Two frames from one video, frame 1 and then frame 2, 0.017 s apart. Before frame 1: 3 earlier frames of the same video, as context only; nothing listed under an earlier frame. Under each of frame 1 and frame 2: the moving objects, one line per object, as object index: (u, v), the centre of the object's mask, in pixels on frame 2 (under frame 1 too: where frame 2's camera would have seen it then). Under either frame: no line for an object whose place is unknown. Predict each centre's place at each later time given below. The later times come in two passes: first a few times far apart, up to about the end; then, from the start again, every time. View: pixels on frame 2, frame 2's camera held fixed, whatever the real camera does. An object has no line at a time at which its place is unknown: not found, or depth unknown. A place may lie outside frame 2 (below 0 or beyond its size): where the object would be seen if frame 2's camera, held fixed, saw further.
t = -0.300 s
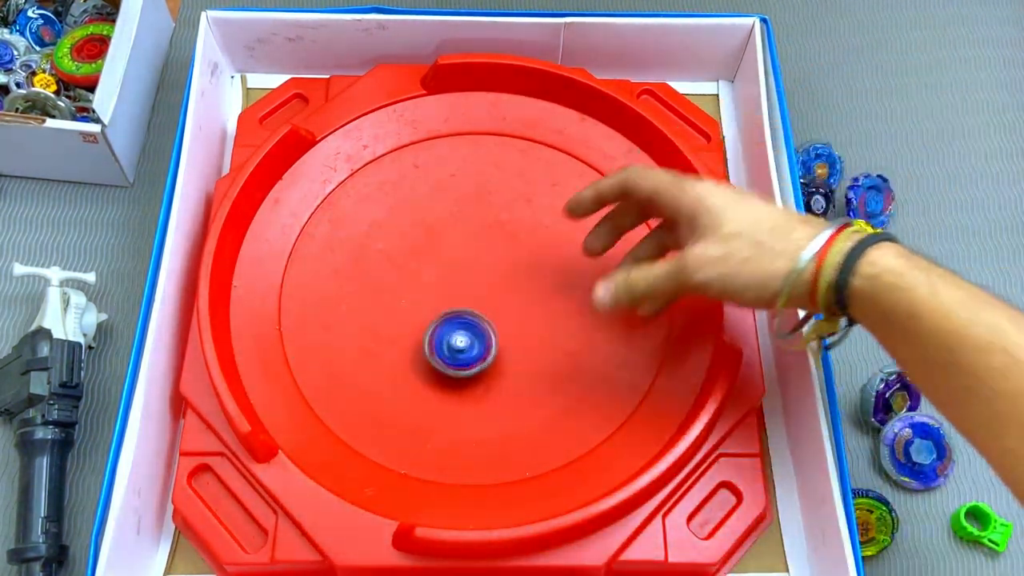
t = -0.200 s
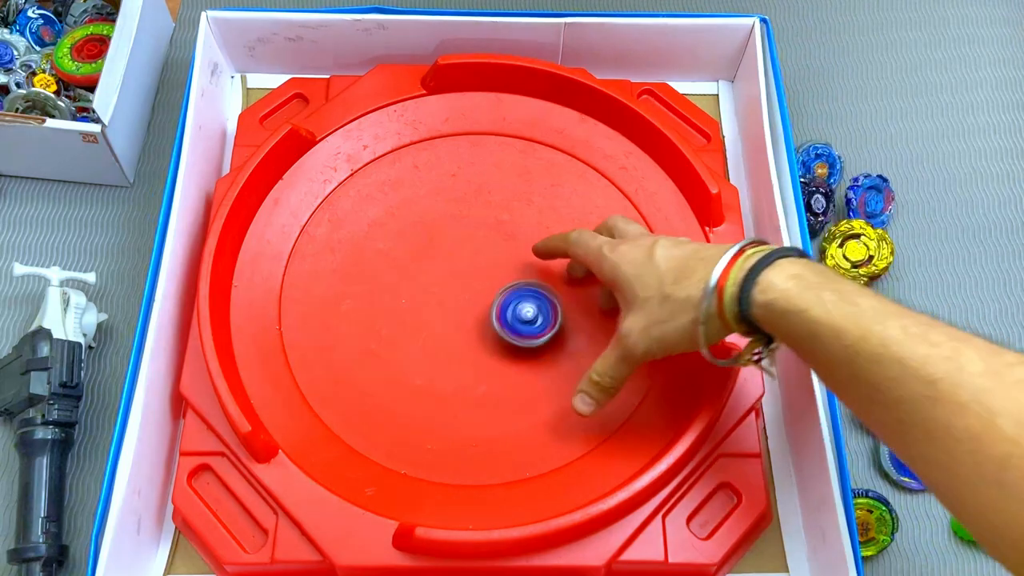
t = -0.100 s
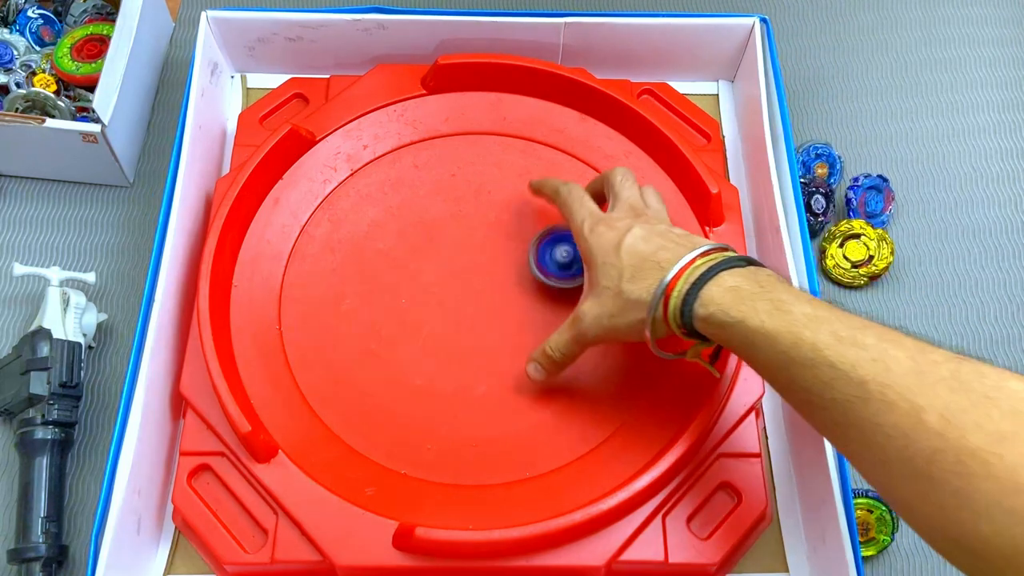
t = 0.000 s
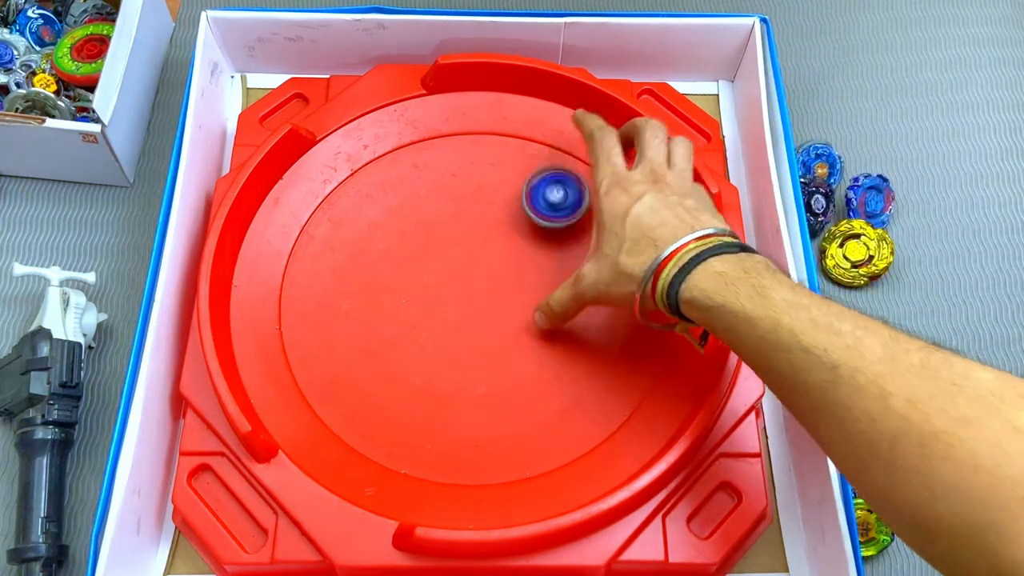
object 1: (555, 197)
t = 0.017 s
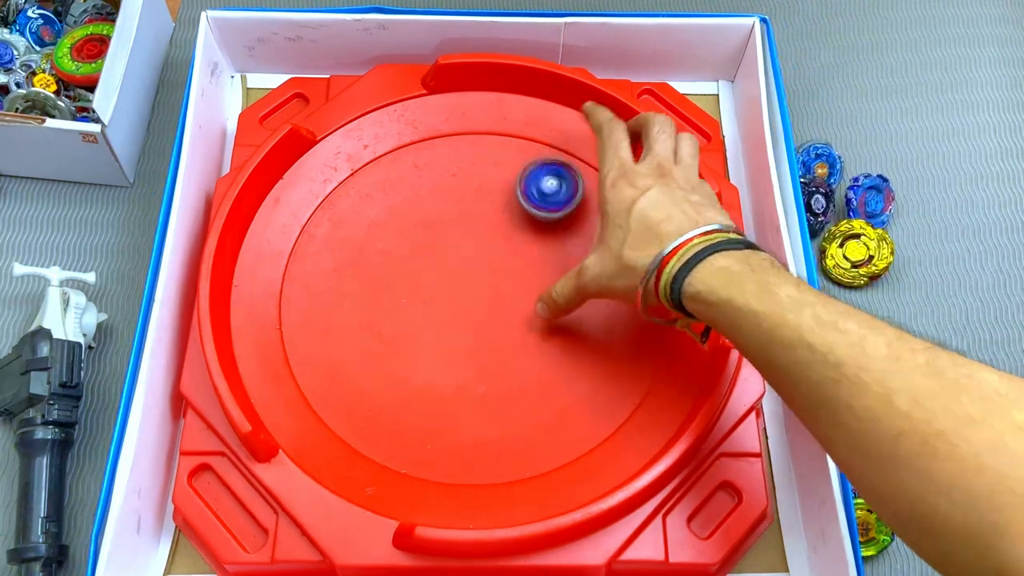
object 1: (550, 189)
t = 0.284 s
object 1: (385, 211)
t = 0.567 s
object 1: (484, 399)
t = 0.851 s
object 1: (664, 280)
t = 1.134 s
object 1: (478, 193)
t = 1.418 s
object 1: (359, 380)
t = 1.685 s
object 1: (566, 441)
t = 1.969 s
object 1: (569, 247)
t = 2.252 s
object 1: (355, 227)
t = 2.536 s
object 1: (338, 411)
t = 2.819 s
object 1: (570, 366)
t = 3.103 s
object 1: (540, 172)
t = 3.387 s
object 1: (352, 200)
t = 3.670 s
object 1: (411, 393)
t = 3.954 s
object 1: (634, 353)
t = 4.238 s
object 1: (580, 187)
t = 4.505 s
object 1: (395, 231)
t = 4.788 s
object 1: (377, 417)
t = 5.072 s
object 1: (581, 422)
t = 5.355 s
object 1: (569, 239)
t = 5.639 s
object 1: (382, 201)
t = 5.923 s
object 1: (324, 355)
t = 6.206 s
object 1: (525, 394)
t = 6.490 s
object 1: (603, 233)
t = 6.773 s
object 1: (458, 165)
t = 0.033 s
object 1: (543, 181)
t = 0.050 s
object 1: (536, 174)
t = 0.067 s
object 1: (526, 167)
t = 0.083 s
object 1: (516, 162)
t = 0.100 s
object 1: (506, 159)
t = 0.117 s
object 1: (494, 156)
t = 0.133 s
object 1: (483, 155)
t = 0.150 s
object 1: (471, 155)
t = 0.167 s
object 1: (457, 156)
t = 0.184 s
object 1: (446, 160)
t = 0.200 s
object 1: (433, 165)
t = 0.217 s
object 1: (421, 172)
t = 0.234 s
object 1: (411, 179)
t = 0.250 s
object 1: (401, 189)
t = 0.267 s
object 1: (392, 200)
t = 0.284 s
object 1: (385, 211)
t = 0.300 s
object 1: (380, 222)
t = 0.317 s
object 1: (375, 235)
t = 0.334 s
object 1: (372, 248)
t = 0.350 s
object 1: (371, 261)
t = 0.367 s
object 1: (371, 276)
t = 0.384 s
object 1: (373, 289)
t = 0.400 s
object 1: (377, 302)
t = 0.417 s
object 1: (382, 317)
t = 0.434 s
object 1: (388, 329)
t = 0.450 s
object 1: (396, 341)
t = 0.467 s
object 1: (406, 353)
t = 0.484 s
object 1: (416, 364)
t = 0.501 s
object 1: (427, 373)
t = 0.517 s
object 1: (441, 381)
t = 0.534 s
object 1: (454, 388)
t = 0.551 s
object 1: (468, 394)
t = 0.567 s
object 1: (484, 399)
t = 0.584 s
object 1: (500, 402)
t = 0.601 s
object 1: (515, 403)
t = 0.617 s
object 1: (532, 404)
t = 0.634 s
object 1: (547, 403)
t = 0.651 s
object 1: (562, 401)
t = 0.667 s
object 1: (578, 396)
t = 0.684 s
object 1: (592, 391)
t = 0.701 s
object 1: (606, 384)
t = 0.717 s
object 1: (620, 376)
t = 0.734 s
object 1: (631, 368)
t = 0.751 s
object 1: (641, 357)
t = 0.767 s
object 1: (651, 345)
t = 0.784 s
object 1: (658, 334)
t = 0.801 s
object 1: (664, 322)
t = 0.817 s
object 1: (666, 307)
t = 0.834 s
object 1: (665, 294)
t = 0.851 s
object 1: (664, 280)
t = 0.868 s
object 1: (661, 265)
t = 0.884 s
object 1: (656, 253)
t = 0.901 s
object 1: (651, 242)
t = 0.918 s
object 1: (644, 231)
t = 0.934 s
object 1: (635, 222)
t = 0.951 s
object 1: (625, 214)
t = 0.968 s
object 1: (614, 206)
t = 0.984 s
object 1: (602, 200)
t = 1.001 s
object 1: (590, 195)
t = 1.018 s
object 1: (576, 190)
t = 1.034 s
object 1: (563, 186)
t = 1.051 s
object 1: (548, 185)
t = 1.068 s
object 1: (534, 185)
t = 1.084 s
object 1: (521, 185)
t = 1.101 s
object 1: (506, 187)
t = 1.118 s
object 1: (491, 190)
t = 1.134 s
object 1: (478, 193)
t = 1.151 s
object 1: (464, 199)
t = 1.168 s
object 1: (450, 206)
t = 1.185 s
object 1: (439, 212)
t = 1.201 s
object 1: (427, 220)
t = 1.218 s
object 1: (414, 229)
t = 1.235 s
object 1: (405, 239)
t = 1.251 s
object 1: (395, 250)
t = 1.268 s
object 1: (385, 260)
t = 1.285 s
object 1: (378, 272)
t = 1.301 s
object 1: (372, 285)
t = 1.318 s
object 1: (365, 298)
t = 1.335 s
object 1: (361, 311)
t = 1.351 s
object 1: (358, 324)
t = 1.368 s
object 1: (356, 338)
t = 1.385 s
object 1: (355, 351)
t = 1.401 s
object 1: (356, 366)
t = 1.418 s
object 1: (359, 380)
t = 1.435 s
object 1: (363, 393)
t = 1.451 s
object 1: (369, 406)
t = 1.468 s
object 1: (377, 418)
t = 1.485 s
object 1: (385, 430)
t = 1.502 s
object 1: (395, 441)
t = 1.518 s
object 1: (407, 451)
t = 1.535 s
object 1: (419, 459)
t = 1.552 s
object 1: (433, 465)
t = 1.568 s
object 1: (451, 466)
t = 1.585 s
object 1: (468, 467)
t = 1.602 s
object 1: (487, 465)
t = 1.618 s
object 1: (506, 462)
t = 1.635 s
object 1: (523, 459)
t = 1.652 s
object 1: (538, 454)
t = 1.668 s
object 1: (553, 449)
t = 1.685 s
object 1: (566, 441)
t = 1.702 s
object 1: (578, 434)
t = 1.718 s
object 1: (589, 423)
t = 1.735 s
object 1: (598, 413)
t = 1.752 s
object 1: (605, 401)
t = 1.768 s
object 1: (612, 388)
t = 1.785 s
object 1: (616, 375)
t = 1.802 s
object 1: (618, 364)
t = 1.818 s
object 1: (620, 349)
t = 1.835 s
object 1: (619, 337)
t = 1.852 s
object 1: (618, 324)
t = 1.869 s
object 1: (613, 310)
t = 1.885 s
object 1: (609, 299)
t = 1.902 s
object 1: (603, 287)
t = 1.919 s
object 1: (595, 276)
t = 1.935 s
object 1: (588, 266)
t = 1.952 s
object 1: (579, 256)
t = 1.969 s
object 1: (569, 247)
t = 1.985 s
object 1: (559, 239)
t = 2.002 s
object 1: (548, 232)
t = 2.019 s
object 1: (536, 226)
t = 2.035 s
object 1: (525, 220)
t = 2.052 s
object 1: (511, 215)
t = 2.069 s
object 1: (498, 211)
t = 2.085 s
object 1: (486, 208)
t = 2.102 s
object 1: (472, 206)
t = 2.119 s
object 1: (459, 204)
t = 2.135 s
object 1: (446, 204)
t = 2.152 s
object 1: (432, 205)
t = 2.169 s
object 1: (418, 206)
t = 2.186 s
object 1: (405, 208)
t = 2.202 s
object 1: (392, 212)
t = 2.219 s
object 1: (379, 216)
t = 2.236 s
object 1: (368, 221)
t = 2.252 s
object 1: (355, 227)
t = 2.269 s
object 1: (343, 234)
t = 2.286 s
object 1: (334, 242)
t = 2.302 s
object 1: (324, 252)
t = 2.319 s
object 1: (315, 262)
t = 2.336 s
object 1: (309, 271)
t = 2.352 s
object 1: (302, 283)
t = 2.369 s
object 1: (298, 296)
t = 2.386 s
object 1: (295, 307)
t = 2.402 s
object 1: (293, 321)
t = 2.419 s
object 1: (294, 333)
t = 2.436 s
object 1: (295, 345)
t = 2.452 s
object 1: (299, 359)
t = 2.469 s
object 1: (304, 370)
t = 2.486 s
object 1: (310, 382)
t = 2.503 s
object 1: (318, 392)
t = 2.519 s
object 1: (328, 403)
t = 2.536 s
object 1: (338, 411)
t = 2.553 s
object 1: (350, 419)
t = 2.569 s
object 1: (364, 425)
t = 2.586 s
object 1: (377, 430)
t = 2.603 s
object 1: (392, 434)
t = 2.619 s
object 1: (408, 438)
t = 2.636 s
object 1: (423, 439)
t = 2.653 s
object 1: (439, 439)
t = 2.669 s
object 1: (456, 437)
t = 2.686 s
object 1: (471, 434)
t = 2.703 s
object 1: (486, 429)
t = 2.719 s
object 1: (502, 423)
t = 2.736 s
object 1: (515, 416)
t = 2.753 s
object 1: (528, 408)
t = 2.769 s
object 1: (541, 398)
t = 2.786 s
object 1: (551, 389)
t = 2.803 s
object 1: (561, 377)
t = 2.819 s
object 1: (570, 366)
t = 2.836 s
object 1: (577, 354)
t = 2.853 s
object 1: (583, 342)
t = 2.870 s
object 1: (589, 329)
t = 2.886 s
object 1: (592, 317)
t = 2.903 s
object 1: (595, 303)
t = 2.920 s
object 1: (596, 290)
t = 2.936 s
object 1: (596, 278)
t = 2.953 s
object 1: (594, 265)
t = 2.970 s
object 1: (593, 252)
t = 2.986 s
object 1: (589, 241)
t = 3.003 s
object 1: (585, 229)
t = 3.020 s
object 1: (579, 218)
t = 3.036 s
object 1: (574, 208)
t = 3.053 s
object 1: (566, 197)
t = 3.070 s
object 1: (559, 189)
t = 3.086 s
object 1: (550, 180)
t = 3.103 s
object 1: (540, 172)
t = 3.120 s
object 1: (530, 165)
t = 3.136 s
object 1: (519, 160)
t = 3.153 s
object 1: (507, 154)
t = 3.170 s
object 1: (497, 151)
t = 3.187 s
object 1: (484, 148)
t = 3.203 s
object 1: (471, 146)
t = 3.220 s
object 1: (459, 145)
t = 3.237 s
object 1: (446, 146)
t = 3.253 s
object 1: (434, 148)
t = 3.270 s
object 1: (422, 150)
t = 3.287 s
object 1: (410, 154)
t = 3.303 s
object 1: (398, 159)
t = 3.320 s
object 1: (387, 166)
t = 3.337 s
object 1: (377, 173)
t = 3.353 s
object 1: (367, 182)
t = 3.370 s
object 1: (359, 190)
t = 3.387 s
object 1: (352, 200)
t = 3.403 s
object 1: (345, 211)
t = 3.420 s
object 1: (340, 223)
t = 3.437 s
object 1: (336, 234)
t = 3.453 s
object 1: (332, 247)
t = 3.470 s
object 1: (331, 259)
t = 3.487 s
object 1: (330, 272)
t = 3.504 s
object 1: (332, 286)
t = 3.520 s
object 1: (334, 299)
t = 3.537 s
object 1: (338, 311)
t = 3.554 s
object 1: (343, 325)
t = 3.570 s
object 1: (350, 336)
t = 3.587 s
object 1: (357, 347)
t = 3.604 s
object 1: (366, 358)
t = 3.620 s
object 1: (375, 368)
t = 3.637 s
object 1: (386, 377)
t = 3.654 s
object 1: (397, 386)
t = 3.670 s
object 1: (411, 393)
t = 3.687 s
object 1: (423, 400)
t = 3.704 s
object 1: (438, 406)
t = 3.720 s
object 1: (451, 410)
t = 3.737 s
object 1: (466, 413)
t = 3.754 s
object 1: (481, 415)
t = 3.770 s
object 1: (496, 416)
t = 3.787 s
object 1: (509, 416)
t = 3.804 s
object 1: (525, 415)
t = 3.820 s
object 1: (539, 412)
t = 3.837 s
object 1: (554, 408)
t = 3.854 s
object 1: (568, 404)
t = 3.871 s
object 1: (582, 397)
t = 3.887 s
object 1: (594, 391)
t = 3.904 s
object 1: (606, 382)
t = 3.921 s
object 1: (616, 373)
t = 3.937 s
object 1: (626, 363)
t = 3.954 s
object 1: (634, 353)
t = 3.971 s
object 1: (641, 341)
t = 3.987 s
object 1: (647, 331)
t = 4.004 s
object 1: (651, 318)
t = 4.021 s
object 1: (654, 306)
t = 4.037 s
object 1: (656, 295)
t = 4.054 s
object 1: (656, 282)
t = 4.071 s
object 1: (654, 270)
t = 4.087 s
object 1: (652, 260)
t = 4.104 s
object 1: (648, 248)
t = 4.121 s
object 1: (643, 239)
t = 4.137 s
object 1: (636, 228)
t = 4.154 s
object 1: (629, 220)
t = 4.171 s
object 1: (620, 211)
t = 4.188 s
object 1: (612, 204)
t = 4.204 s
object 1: (601, 197)
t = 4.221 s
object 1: (592, 191)
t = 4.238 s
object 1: (580, 187)
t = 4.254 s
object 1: (568, 183)
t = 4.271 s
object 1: (556, 179)
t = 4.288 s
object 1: (544, 177)
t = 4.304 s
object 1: (531, 176)
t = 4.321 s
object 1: (520, 176)
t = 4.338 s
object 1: (507, 177)
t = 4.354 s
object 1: (494, 178)
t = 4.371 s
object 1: (482, 181)
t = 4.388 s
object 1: (470, 184)
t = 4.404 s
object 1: (457, 189)
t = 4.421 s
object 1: (446, 193)
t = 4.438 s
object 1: (434, 201)
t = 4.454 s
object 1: (423, 207)
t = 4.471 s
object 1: (414, 214)
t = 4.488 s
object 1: (403, 222)
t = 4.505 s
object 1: (395, 231)
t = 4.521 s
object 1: (386, 240)
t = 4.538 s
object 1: (379, 249)
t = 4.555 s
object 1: (372, 260)
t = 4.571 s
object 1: (366, 269)
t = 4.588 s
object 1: (361, 281)
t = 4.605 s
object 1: (356, 292)
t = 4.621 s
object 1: (353, 304)
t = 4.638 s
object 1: (350, 315)
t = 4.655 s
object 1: (349, 328)
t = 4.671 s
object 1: (348, 339)
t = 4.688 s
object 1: (349, 351)
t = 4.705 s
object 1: (351, 364)
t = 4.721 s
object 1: (354, 374)
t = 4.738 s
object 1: (358, 386)
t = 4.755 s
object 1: (363, 397)
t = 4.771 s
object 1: (370, 407)
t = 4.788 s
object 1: (377, 417)
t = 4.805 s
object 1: (387, 426)
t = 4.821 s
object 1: (396, 435)
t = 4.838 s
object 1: (407, 442)
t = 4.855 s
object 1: (419, 449)
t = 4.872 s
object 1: (431, 454)
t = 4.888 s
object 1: (444, 457)
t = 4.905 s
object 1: (458, 461)
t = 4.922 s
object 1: (472, 462)
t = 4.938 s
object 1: (484, 463)
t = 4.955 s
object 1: (499, 462)
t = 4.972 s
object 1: (512, 460)
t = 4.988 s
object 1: (525, 457)
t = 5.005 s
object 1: (538, 452)
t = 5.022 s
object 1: (550, 446)
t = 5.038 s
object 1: (560, 440)
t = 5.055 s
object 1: (572, 430)
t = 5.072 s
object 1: (581, 422)
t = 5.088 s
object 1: (589, 412)
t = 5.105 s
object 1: (596, 402)
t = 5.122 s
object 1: (602, 391)
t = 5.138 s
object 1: (607, 380)
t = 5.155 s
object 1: (611, 369)
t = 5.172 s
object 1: (613, 357)
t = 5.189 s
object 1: (614, 345)
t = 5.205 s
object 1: (614, 333)
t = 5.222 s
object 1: (613, 321)
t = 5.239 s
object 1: (611, 310)
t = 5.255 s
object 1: (607, 299)
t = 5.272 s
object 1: (603, 288)
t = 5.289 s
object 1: (598, 278)
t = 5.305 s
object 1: (591, 267)
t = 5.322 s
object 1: (586, 258)
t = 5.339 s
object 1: (577, 249)
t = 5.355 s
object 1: (569, 239)
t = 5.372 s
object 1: (560, 233)
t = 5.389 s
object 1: (550, 225)
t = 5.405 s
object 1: (540, 218)
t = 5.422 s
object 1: (530, 213)
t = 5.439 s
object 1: (519, 207)
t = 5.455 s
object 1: (508, 203)
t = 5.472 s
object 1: (497, 199)
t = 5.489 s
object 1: (485, 195)
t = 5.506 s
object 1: (474, 193)
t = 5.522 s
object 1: (463, 191)
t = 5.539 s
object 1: (451, 191)
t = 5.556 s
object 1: (438, 190)
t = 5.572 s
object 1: (428, 191)
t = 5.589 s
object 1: (416, 193)
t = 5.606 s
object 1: (405, 194)
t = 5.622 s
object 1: (394, 198)
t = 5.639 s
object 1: (382, 201)
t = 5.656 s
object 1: (372, 206)
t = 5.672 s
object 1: (363, 211)
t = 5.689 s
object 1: (352, 218)
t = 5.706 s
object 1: (344, 225)
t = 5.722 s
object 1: (336, 232)
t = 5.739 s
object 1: (328, 242)
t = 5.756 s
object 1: (322, 251)
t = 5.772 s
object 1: (317, 260)
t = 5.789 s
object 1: (313, 270)
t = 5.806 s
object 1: (310, 281)
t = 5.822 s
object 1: (308, 291)
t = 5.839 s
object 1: (308, 302)
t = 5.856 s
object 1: (308, 313)
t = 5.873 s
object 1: (310, 323)
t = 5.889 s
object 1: (314, 335)
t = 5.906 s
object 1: (318, 345)
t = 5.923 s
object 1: (324, 355)
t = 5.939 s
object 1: (331, 365)
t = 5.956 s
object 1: (340, 374)
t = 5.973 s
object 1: (348, 382)
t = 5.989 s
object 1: (359, 389)
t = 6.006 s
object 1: (370, 396)
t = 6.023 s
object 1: (382, 401)
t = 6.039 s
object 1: (394, 406)
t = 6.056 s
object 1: (408, 410)
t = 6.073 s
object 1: (420, 412)
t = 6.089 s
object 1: (434, 413)
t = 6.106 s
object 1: (448, 414)
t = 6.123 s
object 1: (461, 412)
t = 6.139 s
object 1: (474, 411)
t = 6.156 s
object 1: (487, 408)
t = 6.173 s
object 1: (500, 404)
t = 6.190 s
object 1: (512, 401)
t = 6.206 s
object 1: (525, 394)
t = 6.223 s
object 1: (536, 388)
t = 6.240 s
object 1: (547, 381)
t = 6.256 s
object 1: (557, 374)
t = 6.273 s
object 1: (566, 365)
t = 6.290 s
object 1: (575, 357)
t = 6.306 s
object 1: (582, 346)
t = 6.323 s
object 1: (589, 337)
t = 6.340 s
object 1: (594, 327)
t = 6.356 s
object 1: (599, 316)
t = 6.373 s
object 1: (603, 306)
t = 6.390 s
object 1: (606, 295)
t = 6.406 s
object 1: (607, 285)
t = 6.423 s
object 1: (608, 274)
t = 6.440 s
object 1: (609, 264)
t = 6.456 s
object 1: (607, 253)
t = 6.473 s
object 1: (606, 244)
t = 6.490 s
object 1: (603, 233)
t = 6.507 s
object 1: (599, 224)
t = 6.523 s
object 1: (595, 215)
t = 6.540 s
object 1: (589, 206)
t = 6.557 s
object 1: (583, 198)
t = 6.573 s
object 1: (575, 191)
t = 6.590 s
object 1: (568, 184)
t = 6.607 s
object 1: (559, 178)
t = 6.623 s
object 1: (551, 173)
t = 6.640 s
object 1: (541, 168)
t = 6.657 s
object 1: (531, 165)
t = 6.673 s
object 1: (521, 162)
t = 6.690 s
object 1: (510, 160)
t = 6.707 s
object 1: (500, 159)
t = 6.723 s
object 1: (489, 160)
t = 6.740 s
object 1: (478, 160)
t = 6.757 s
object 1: (468, 163)
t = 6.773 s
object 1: (458, 165)
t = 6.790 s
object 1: (447, 169)
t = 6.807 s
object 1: (438, 174)
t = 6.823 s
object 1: (428, 179)
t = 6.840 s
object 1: (419, 185)
